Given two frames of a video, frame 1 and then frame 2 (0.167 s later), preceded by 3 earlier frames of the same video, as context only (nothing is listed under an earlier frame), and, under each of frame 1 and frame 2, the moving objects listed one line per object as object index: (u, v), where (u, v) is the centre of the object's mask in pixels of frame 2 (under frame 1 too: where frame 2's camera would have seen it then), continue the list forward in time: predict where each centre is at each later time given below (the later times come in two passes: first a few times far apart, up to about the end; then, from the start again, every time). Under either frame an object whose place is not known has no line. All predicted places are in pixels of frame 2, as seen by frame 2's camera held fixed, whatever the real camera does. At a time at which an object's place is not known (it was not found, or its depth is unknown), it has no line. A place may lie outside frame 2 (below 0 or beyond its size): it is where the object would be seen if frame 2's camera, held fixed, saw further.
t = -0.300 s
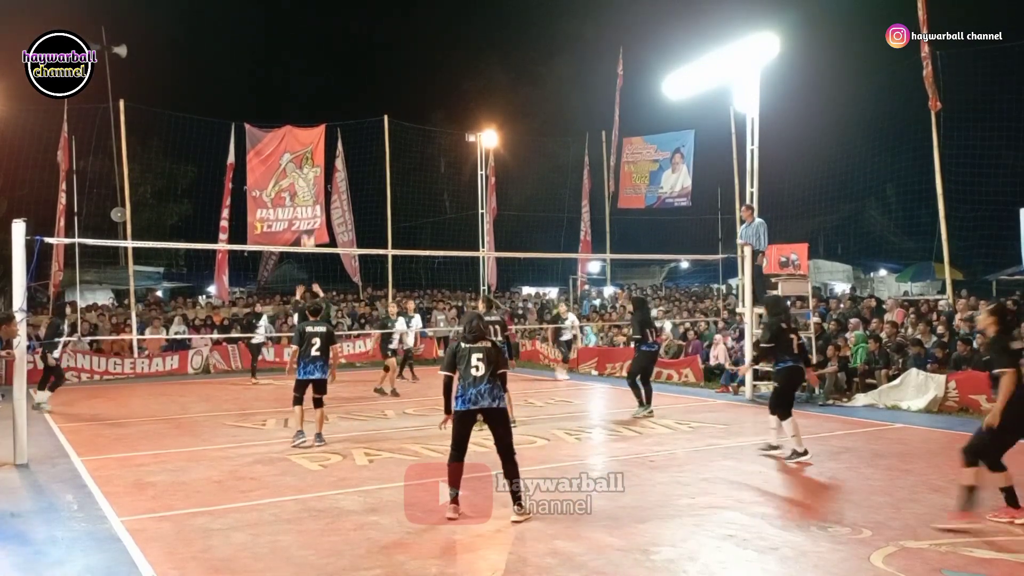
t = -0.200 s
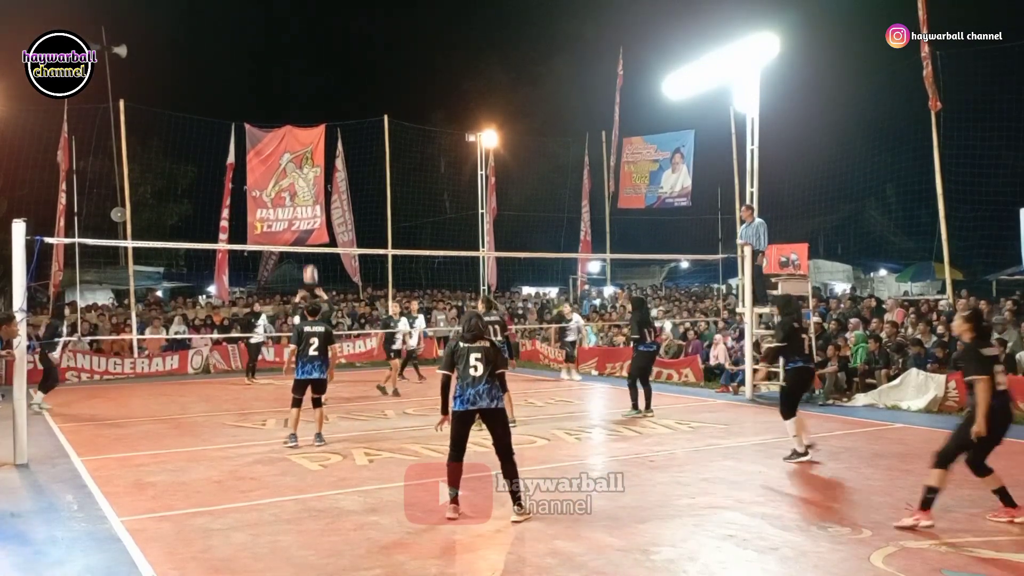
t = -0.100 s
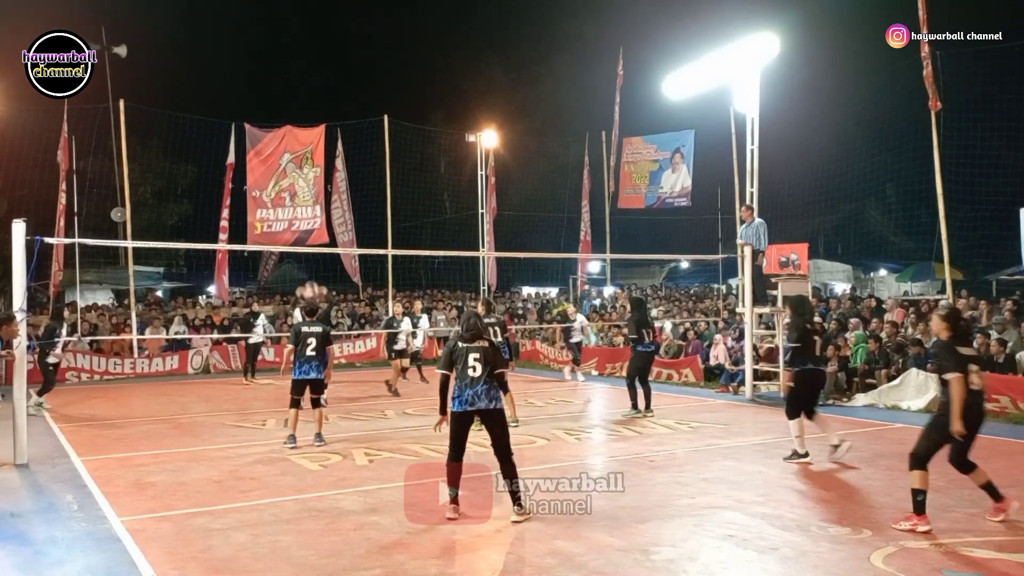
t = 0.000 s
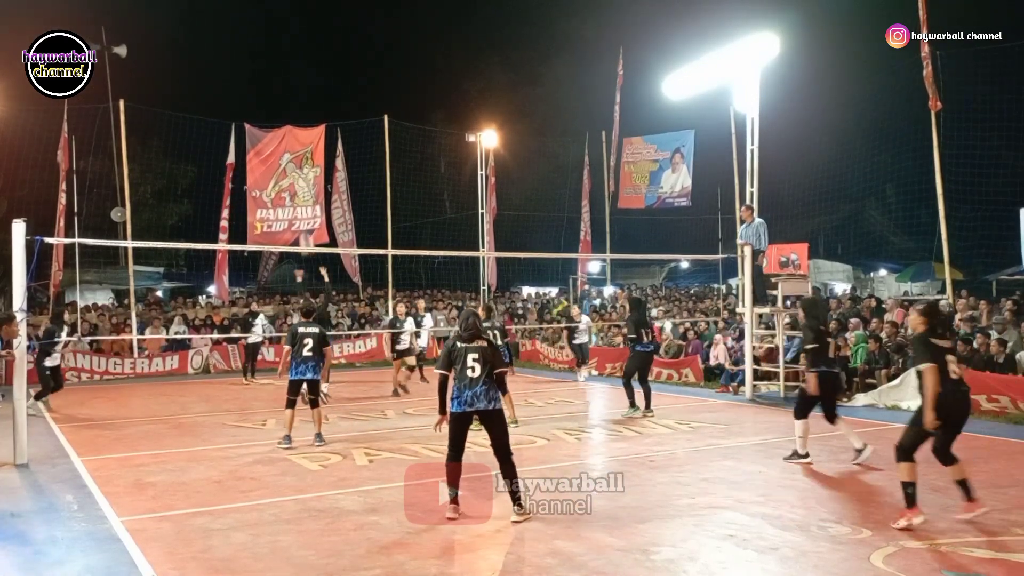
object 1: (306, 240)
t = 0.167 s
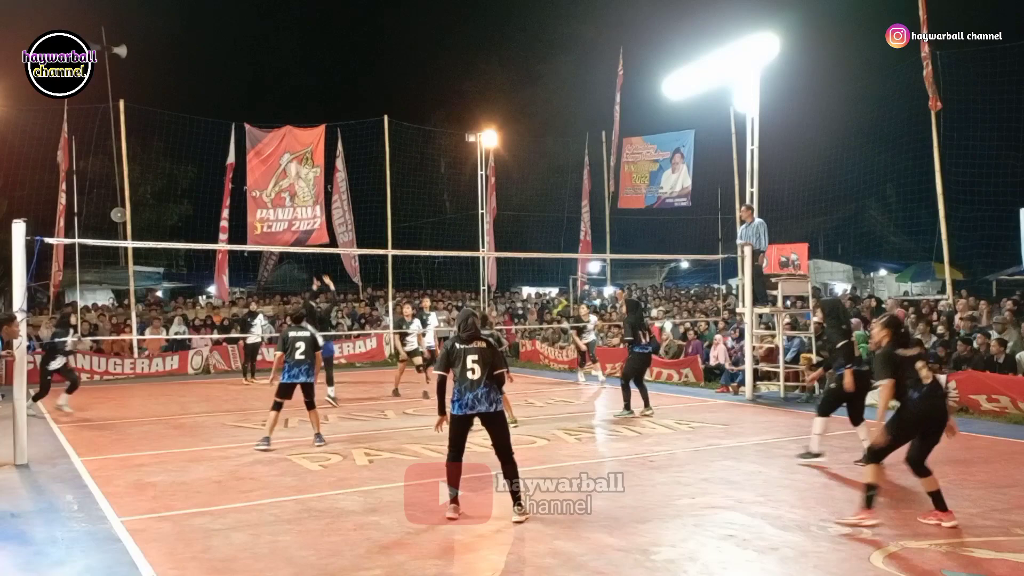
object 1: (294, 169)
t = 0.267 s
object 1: (290, 134)
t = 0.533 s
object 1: (271, 72)
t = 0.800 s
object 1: (252, 56)
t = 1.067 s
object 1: (232, 92)
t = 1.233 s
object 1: (220, 143)
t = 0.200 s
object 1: (294, 157)
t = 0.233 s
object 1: (292, 145)
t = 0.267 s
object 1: (290, 134)
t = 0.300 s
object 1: (287, 124)
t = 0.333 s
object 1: (285, 115)
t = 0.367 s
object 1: (283, 107)
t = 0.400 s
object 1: (281, 98)
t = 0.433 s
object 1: (278, 91)
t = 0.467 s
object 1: (276, 83)
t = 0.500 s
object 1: (274, 78)
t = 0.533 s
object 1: (271, 72)
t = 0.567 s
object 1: (269, 67)
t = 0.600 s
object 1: (266, 63)
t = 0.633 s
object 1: (264, 60)
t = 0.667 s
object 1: (262, 58)
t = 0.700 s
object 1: (259, 57)
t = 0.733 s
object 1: (257, 56)
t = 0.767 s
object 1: (254, 56)
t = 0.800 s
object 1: (252, 56)
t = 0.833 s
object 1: (250, 58)
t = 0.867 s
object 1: (247, 60)
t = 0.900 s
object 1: (245, 63)
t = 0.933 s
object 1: (242, 67)
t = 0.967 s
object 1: (240, 72)
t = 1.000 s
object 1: (237, 78)
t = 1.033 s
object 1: (235, 84)
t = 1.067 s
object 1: (232, 92)
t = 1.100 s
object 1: (230, 100)
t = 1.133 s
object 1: (228, 109)
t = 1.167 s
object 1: (225, 119)
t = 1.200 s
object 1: (223, 130)
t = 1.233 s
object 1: (220, 143)
